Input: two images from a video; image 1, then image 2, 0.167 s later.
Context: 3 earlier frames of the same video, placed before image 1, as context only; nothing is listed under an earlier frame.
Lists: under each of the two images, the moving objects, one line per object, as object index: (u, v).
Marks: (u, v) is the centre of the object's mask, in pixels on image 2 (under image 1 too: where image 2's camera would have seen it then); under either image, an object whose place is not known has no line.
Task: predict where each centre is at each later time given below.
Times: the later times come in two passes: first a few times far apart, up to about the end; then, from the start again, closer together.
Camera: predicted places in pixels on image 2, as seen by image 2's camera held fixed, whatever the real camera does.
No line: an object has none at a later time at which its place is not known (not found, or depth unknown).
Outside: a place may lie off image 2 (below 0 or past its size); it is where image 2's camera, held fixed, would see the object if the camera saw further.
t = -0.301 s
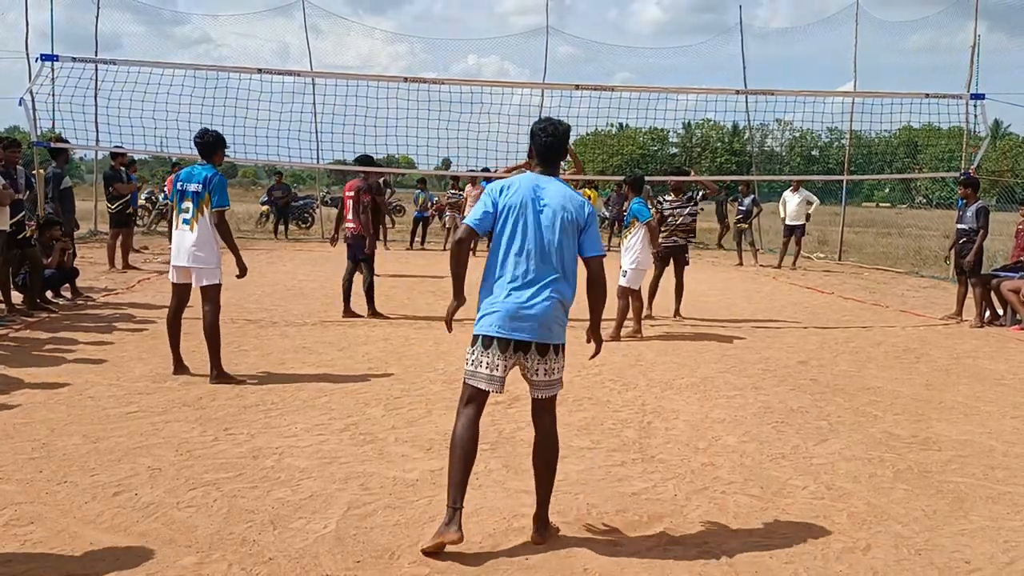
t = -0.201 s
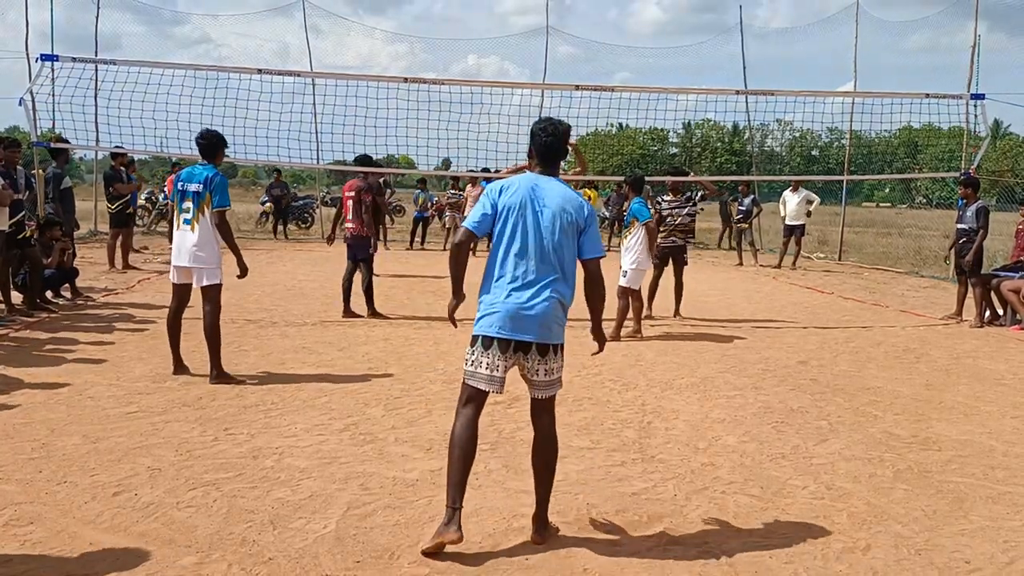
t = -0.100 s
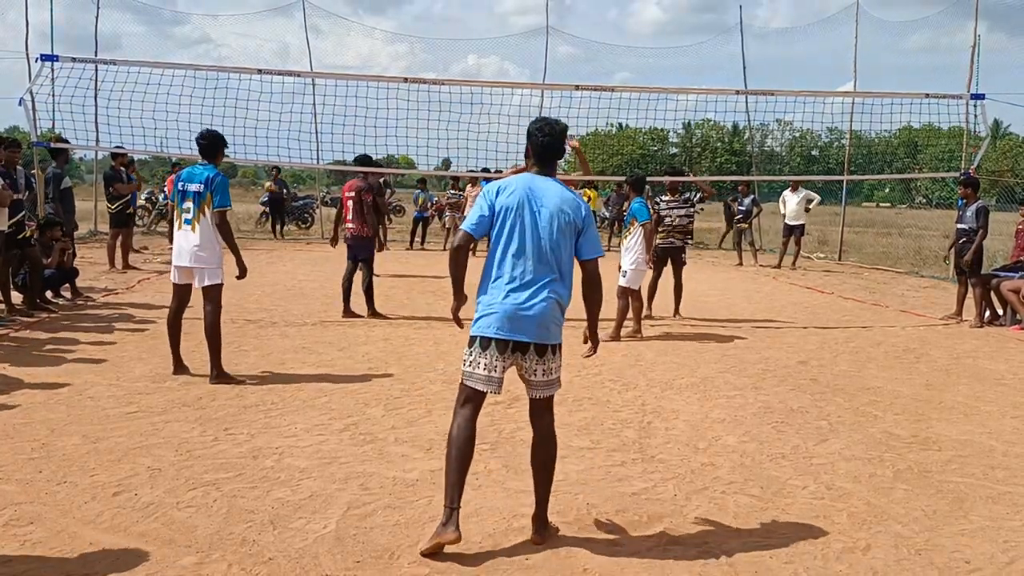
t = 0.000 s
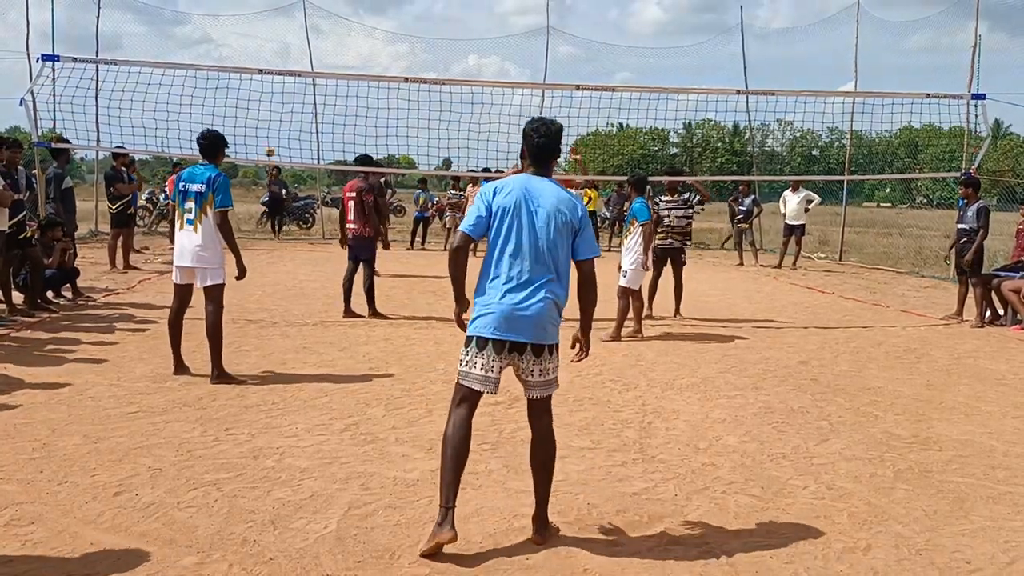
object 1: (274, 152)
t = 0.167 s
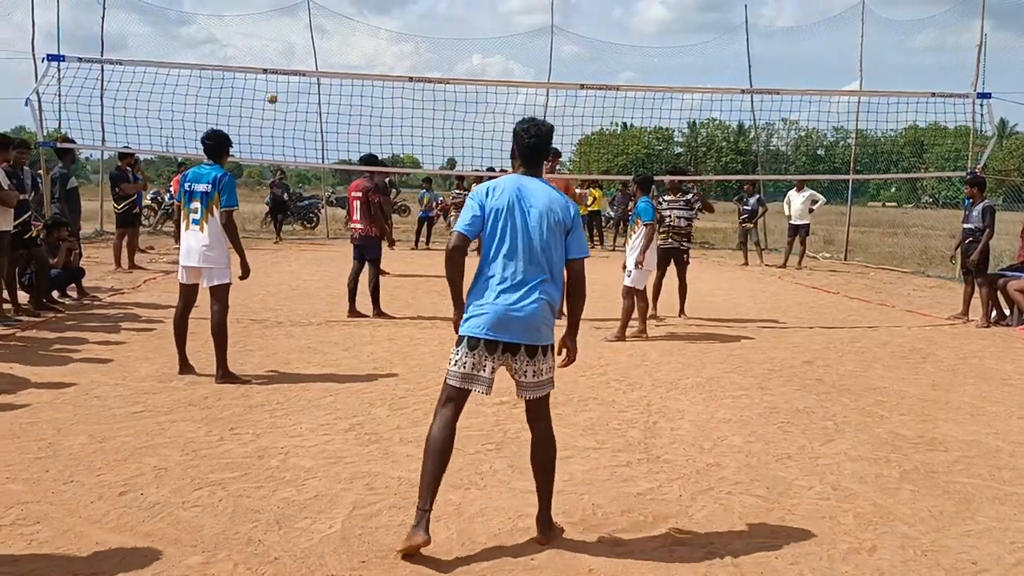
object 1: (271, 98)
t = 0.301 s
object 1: (270, 64)
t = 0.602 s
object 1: (266, 18)
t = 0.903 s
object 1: (261, 15)
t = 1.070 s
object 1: (258, 34)
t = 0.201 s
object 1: (272, 90)
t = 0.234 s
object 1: (271, 81)
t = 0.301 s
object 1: (270, 64)
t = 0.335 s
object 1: (270, 58)
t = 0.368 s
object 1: (269, 51)
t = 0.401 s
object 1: (269, 45)
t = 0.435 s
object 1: (268, 39)
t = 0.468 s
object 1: (267, 34)
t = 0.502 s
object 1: (268, 29)
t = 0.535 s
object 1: (268, 25)
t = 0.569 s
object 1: (267, 21)
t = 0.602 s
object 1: (266, 18)
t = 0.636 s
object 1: (266, 16)
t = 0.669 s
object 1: (265, 14)
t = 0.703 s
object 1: (264, 12)
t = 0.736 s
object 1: (264, 11)
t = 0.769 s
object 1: (264, 11)
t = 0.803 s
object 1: (263, 11)
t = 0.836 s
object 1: (262, 12)
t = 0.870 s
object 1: (261, 13)
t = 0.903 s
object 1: (261, 15)
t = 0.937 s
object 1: (260, 17)
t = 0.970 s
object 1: (260, 21)
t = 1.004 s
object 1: (259, 24)
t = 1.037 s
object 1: (259, 28)
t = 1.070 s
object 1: (258, 34)
